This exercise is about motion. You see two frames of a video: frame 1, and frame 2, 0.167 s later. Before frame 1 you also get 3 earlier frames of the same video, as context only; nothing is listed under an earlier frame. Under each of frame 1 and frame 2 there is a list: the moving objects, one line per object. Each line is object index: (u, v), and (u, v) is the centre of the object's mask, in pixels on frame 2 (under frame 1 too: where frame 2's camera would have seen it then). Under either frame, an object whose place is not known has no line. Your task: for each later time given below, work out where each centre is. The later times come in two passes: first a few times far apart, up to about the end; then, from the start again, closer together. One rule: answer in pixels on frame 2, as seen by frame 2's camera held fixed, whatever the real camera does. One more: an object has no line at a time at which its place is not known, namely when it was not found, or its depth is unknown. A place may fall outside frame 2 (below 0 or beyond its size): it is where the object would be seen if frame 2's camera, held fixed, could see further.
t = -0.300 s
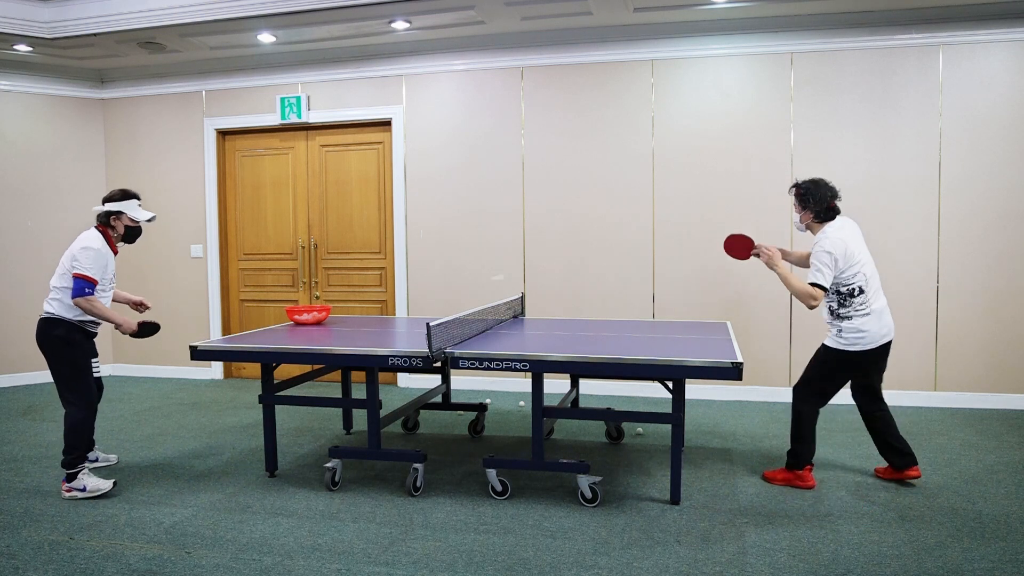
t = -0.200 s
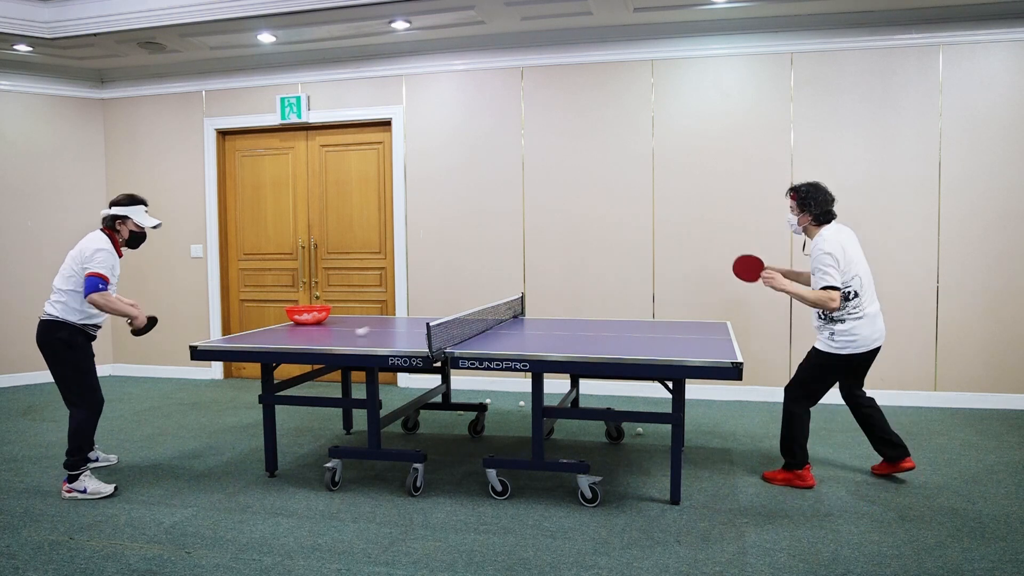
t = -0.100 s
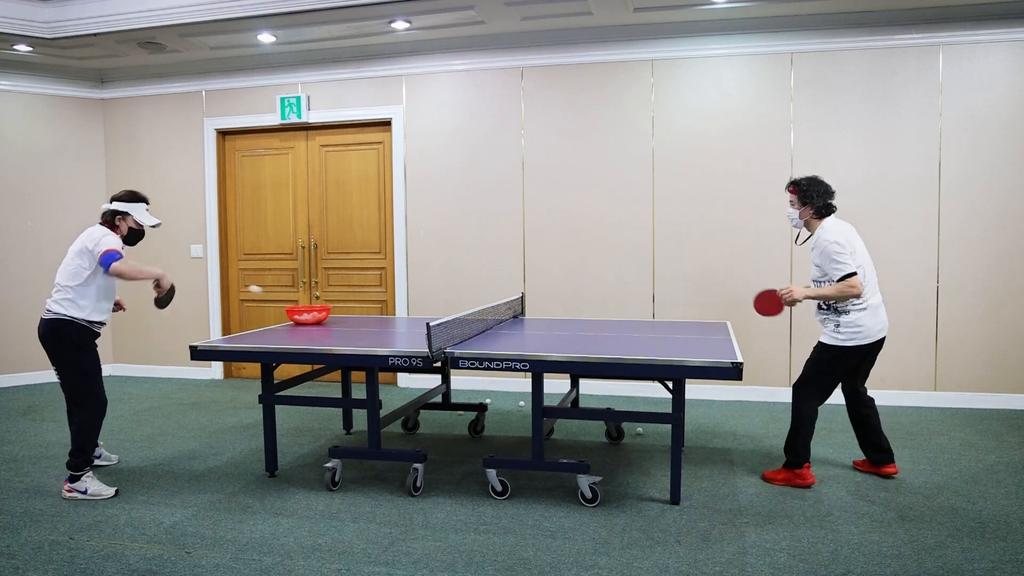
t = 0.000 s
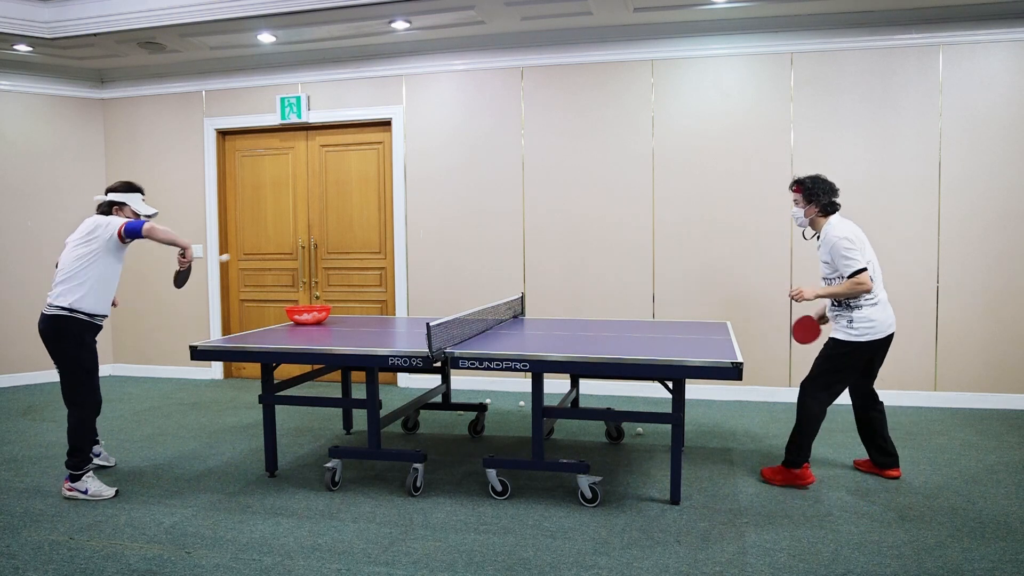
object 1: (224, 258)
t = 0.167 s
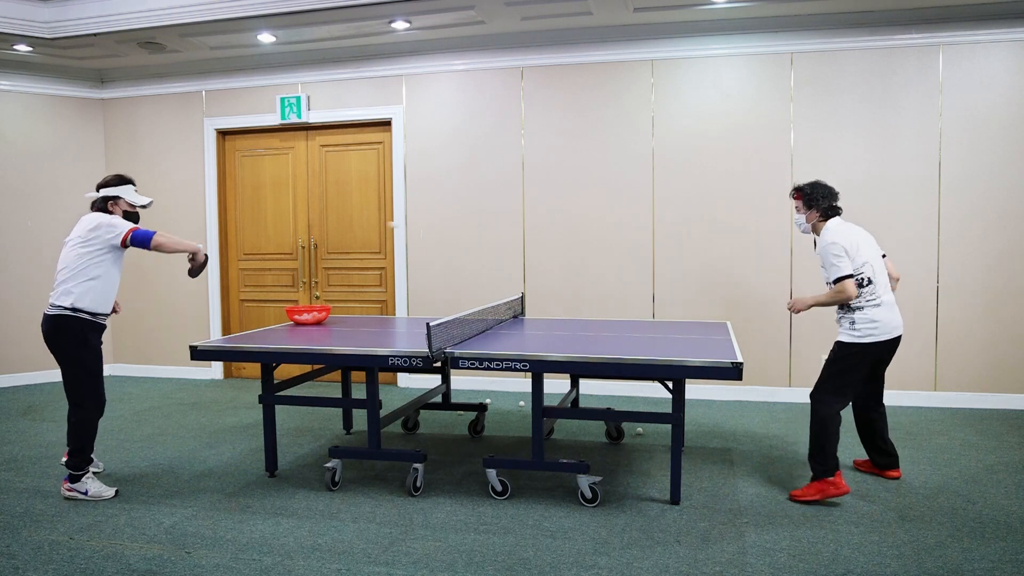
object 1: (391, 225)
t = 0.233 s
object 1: (455, 229)
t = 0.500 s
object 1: (662, 324)
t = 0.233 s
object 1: (455, 229)
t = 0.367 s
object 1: (567, 265)
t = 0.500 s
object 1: (662, 324)
